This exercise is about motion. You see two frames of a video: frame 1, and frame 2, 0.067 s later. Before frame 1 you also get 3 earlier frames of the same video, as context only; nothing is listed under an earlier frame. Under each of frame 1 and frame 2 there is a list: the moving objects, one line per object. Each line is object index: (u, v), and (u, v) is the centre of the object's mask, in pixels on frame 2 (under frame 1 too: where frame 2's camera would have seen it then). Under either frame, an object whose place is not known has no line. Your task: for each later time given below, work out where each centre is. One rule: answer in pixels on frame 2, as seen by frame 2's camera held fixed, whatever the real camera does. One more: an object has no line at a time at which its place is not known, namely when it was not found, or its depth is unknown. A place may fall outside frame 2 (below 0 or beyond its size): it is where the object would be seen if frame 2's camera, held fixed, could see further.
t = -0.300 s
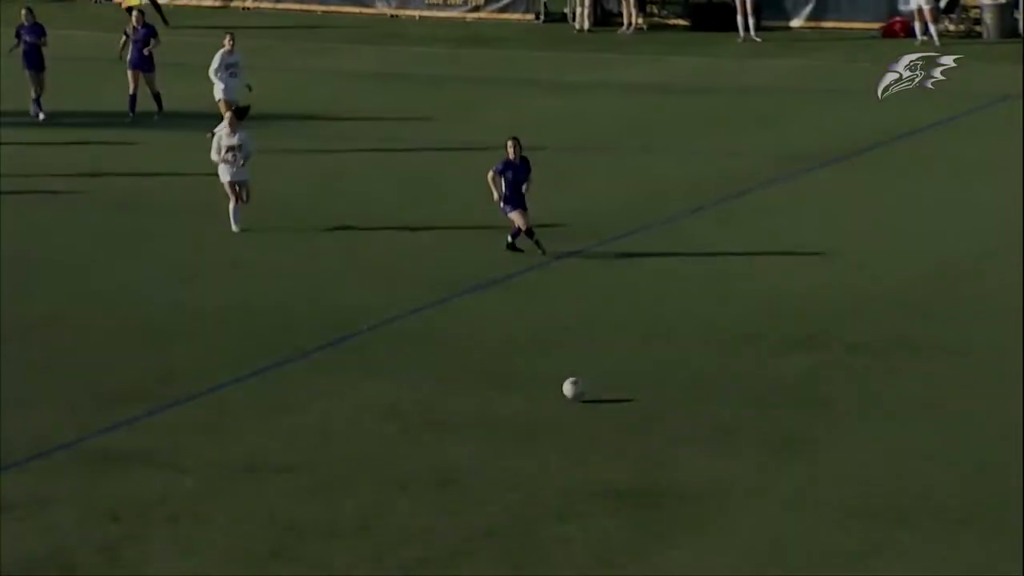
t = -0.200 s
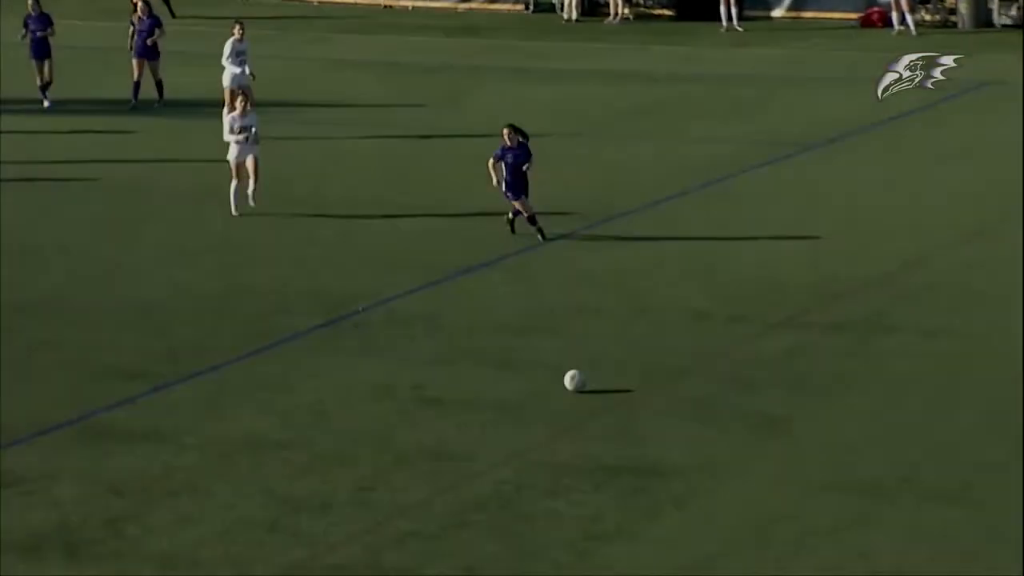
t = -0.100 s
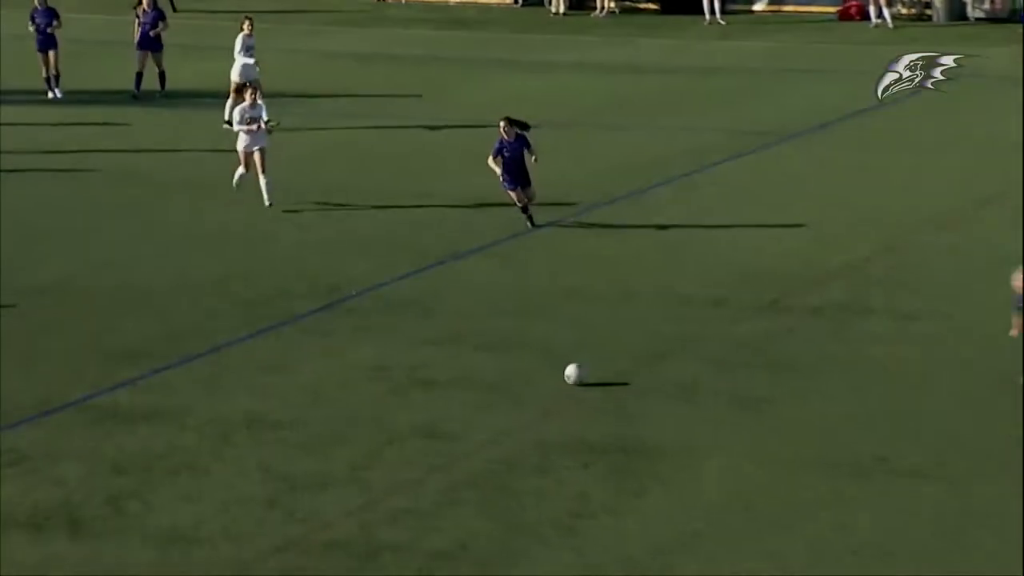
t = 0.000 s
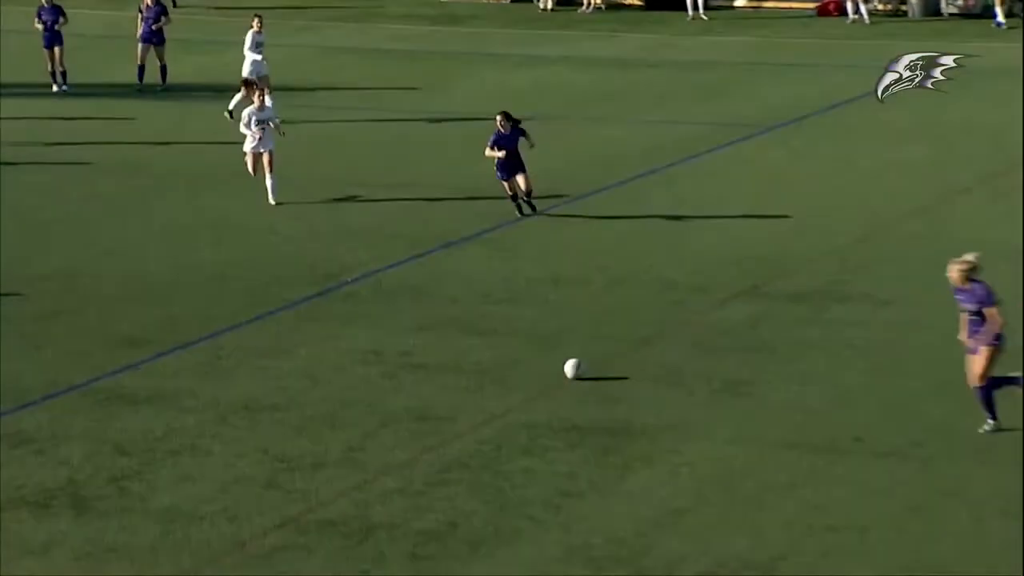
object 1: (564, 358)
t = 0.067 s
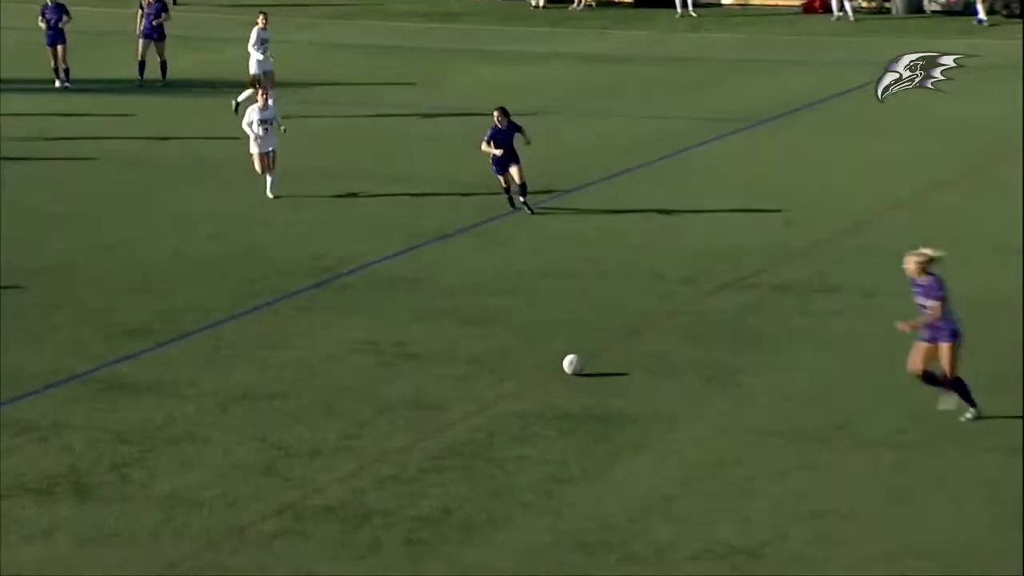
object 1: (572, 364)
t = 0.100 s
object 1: (576, 368)
